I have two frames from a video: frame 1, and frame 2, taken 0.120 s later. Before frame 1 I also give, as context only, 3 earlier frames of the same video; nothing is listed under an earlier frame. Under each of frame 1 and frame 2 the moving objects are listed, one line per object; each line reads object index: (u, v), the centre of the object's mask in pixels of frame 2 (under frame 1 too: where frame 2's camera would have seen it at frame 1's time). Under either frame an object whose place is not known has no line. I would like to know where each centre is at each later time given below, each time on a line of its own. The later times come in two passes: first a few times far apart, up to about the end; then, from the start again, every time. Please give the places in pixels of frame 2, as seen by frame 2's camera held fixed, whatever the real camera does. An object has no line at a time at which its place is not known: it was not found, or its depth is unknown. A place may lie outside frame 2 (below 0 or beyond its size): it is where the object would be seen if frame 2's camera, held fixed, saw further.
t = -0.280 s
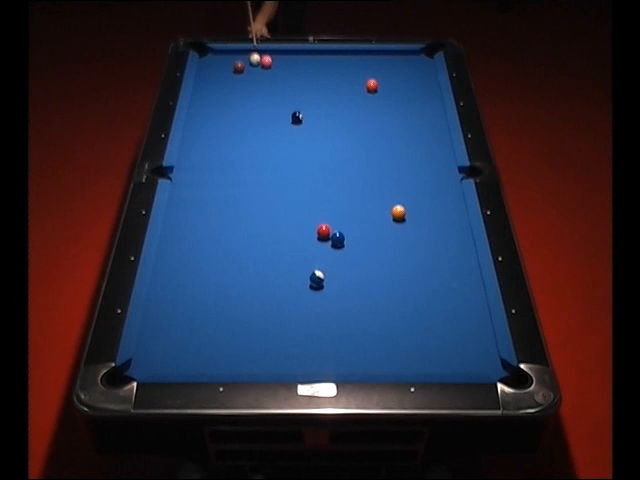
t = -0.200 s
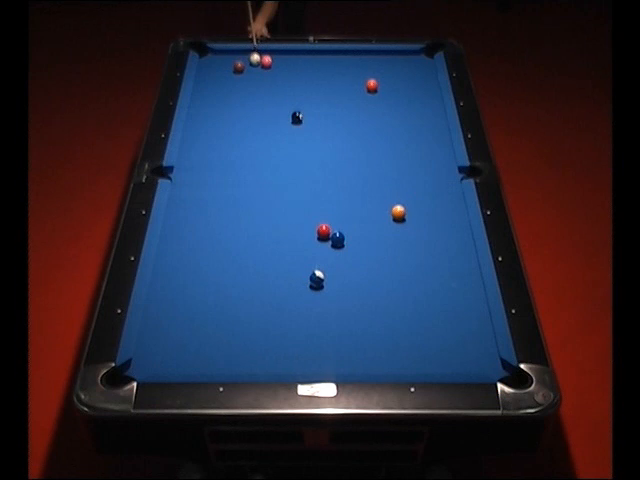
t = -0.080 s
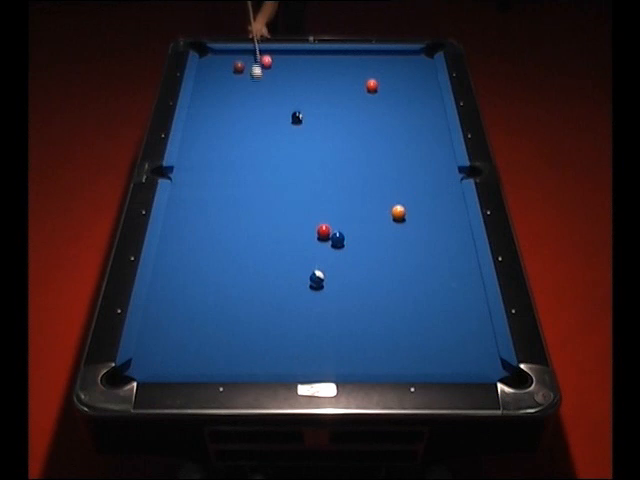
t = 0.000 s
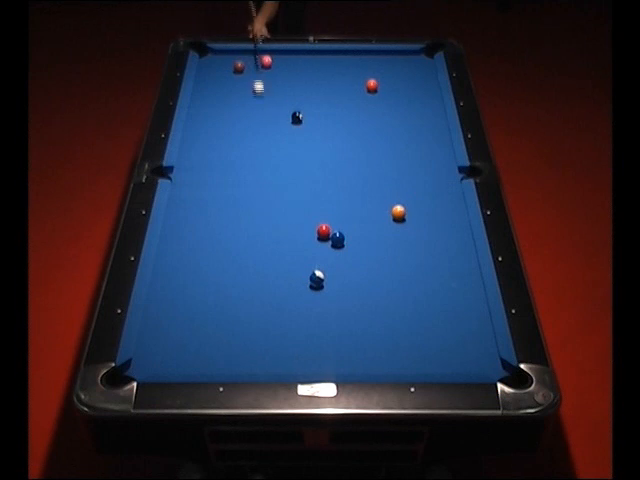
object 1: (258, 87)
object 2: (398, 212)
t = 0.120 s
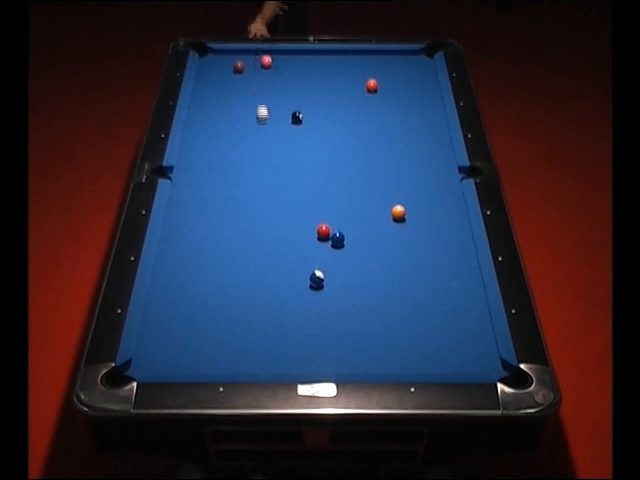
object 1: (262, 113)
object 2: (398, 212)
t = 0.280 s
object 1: (267, 151)
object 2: (398, 212)
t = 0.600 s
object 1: (280, 239)
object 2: (398, 212)
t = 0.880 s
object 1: (294, 339)
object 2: (398, 212)
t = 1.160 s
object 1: (329, 311)
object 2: (398, 212)
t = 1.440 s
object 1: (363, 259)
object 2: (398, 212)
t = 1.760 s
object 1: (388, 217)
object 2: (405, 206)
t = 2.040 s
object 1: (380, 203)
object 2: (433, 187)
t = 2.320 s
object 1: (374, 190)
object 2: (457, 170)
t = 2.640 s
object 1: (368, 176)
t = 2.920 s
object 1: (363, 165)
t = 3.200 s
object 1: (359, 155)
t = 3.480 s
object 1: (355, 147)
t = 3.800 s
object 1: (351, 138)
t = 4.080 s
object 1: (348, 132)
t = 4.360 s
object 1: (345, 126)
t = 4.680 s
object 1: (342, 120)
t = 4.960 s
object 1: (340, 116)
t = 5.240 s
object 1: (338, 113)
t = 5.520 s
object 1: (336, 110)
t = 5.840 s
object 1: (334, 107)
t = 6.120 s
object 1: (333, 106)
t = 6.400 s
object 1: (332, 104)
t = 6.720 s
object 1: (332, 104)
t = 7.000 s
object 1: (332, 104)
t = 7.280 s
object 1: (332, 104)
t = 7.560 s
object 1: (332, 104)
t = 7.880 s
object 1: (332, 104)
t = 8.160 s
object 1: (332, 104)
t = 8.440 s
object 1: (332, 104)
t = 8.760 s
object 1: (332, 104)
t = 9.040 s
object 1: (332, 104)
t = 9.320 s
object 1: (332, 104)
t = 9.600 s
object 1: (332, 104)
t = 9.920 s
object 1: (332, 104)
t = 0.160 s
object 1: (263, 122)
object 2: (398, 212)
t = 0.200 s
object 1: (265, 131)
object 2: (398, 212)
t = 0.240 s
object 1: (266, 141)
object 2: (398, 212)
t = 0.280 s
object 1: (267, 151)
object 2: (398, 212)
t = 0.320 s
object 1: (269, 160)
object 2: (398, 212)
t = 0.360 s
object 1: (270, 170)
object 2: (398, 212)
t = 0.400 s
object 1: (272, 181)
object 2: (398, 212)
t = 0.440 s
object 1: (273, 191)
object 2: (398, 212)
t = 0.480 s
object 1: (275, 203)
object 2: (398, 212)
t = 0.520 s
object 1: (277, 214)
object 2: (398, 212)
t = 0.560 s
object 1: (278, 227)
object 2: (398, 212)
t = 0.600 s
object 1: (280, 239)
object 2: (398, 212)
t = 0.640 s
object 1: (282, 252)
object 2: (398, 212)
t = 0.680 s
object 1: (284, 264)
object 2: (398, 212)
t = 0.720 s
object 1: (286, 279)
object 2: (398, 212)
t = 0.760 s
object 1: (288, 293)
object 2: (398, 212)
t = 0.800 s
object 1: (290, 308)
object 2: (398, 212)
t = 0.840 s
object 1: (292, 323)
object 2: (398, 212)
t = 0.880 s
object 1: (294, 339)
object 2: (398, 212)
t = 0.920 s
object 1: (296, 355)
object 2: (398, 212)
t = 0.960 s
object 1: (301, 364)
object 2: (398, 212)
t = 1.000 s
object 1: (307, 353)
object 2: (398, 212)
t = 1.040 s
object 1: (312, 341)
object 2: (398, 212)
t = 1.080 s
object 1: (318, 330)
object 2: (398, 212)
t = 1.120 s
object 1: (324, 320)
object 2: (398, 212)
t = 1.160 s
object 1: (329, 311)
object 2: (398, 212)
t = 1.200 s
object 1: (334, 303)
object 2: (398, 212)
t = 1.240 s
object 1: (339, 295)
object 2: (398, 212)
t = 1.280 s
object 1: (344, 287)
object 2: (398, 212)
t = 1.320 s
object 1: (349, 280)
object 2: (398, 212)
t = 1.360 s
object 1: (354, 273)
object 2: (398, 212)
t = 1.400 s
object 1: (359, 266)
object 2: (398, 212)
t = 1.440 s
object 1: (363, 259)
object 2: (398, 212)
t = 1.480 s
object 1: (367, 253)
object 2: (398, 212)
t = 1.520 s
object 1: (371, 246)
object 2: (398, 212)
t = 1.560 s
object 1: (376, 240)
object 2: (398, 212)
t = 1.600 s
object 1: (380, 234)
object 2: (398, 212)
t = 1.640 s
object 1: (384, 228)
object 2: (398, 212)
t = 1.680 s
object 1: (387, 222)
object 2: (398, 212)
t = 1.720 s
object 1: (389, 218)
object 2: (400, 211)
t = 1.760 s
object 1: (388, 217)
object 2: (405, 206)
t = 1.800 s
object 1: (386, 215)
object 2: (410, 203)
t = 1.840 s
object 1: (385, 213)
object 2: (414, 200)
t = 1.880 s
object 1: (384, 211)
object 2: (418, 197)
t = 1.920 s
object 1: (383, 209)
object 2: (422, 194)
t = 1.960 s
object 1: (382, 207)
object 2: (426, 192)
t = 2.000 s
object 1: (381, 205)
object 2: (430, 189)
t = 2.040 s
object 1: (380, 203)
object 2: (433, 187)
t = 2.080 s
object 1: (379, 201)
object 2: (437, 184)
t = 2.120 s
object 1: (379, 199)
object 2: (440, 182)
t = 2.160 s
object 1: (378, 197)
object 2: (444, 179)
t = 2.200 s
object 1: (377, 195)
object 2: (447, 176)
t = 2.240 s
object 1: (376, 193)
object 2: (450, 174)
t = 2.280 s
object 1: (375, 191)
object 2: (454, 172)
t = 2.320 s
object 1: (374, 190)
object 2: (457, 170)
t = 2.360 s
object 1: (374, 188)
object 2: (458, 171)
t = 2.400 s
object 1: (373, 186)
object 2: (460, 173)
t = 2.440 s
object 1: (372, 184)
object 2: (462, 174)
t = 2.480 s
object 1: (371, 182)
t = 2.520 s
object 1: (370, 181)
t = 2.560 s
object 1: (370, 179)
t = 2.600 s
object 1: (369, 177)
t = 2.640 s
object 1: (368, 176)
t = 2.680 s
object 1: (367, 174)
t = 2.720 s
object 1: (367, 173)
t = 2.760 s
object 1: (366, 171)
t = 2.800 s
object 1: (365, 170)
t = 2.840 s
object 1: (365, 168)
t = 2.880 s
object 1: (364, 166)
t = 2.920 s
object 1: (363, 165)
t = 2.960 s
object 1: (363, 164)
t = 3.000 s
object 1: (362, 162)
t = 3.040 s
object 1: (362, 161)
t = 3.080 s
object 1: (361, 160)
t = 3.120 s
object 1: (360, 158)
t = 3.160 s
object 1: (360, 157)
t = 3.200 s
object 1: (359, 155)
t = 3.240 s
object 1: (359, 154)
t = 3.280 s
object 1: (358, 153)
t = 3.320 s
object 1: (358, 152)
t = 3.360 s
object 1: (357, 150)
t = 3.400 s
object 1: (356, 149)
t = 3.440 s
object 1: (356, 148)
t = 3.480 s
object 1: (355, 147)
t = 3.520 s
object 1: (355, 146)
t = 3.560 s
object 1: (354, 145)
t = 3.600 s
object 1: (354, 144)
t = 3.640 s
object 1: (353, 142)
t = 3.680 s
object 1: (353, 141)
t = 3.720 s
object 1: (352, 140)
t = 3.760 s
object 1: (352, 139)
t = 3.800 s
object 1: (351, 138)
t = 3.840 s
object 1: (351, 138)
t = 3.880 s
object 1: (351, 136)
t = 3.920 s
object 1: (350, 136)
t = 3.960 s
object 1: (349, 134)
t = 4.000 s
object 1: (349, 134)
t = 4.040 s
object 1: (349, 133)
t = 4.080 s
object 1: (348, 132)
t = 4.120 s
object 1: (348, 131)
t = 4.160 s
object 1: (347, 130)
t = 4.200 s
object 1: (347, 129)
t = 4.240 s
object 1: (346, 129)
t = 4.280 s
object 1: (346, 128)
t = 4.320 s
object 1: (345, 127)
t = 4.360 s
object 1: (345, 126)
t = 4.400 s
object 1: (345, 125)
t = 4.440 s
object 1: (344, 124)
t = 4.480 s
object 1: (344, 124)
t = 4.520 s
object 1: (343, 123)
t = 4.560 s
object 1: (343, 122)
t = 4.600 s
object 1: (343, 121)
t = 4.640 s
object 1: (342, 121)
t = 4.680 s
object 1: (342, 120)
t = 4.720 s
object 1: (342, 120)
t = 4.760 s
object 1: (342, 119)
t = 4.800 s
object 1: (341, 118)
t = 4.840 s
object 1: (341, 118)
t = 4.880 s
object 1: (341, 118)
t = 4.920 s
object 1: (340, 117)
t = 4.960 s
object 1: (340, 116)
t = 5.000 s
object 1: (340, 115)
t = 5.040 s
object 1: (339, 115)
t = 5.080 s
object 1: (339, 114)
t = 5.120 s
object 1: (338, 114)
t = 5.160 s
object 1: (338, 113)
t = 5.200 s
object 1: (338, 113)
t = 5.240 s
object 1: (338, 113)
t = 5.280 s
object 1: (337, 112)
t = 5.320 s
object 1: (337, 112)
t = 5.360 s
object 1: (337, 111)
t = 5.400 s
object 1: (336, 111)
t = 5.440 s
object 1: (336, 110)
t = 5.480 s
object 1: (336, 110)
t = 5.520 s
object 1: (336, 110)
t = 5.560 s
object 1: (335, 109)
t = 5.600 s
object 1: (335, 109)
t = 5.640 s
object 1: (335, 109)
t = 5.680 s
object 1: (335, 108)
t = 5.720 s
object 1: (334, 108)
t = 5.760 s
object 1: (334, 108)
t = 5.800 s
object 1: (334, 108)
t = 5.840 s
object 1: (334, 107)
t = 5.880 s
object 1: (334, 107)
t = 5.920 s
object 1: (333, 107)
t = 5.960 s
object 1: (333, 107)
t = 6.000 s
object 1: (333, 106)
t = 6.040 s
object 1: (333, 106)
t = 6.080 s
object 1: (333, 106)
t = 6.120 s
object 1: (333, 106)
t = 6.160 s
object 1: (333, 105)
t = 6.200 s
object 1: (333, 105)
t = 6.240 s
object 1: (333, 105)
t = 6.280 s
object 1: (333, 105)
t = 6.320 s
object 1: (333, 105)
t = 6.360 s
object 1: (333, 105)
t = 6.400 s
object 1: (332, 104)
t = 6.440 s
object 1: (332, 104)
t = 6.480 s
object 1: (332, 104)
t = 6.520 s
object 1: (332, 104)
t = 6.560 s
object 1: (332, 104)
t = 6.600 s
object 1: (332, 104)
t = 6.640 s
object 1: (332, 104)
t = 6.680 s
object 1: (332, 104)
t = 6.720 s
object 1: (332, 104)
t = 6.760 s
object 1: (332, 104)
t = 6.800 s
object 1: (332, 104)
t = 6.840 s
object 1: (332, 104)
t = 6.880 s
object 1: (332, 104)
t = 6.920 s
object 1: (332, 104)
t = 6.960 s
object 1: (332, 104)
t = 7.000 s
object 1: (332, 104)
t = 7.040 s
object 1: (332, 104)
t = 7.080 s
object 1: (332, 104)
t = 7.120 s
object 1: (332, 104)
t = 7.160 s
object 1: (332, 104)
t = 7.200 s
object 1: (332, 104)
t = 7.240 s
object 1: (332, 104)
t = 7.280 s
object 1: (332, 104)
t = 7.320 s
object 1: (332, 104)
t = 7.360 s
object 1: (332, 104)
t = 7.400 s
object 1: (332, 104)
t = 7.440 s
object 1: (332, 104)
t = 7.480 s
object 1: (332, 104)
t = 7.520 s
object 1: (332, 104)
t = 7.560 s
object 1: (332, 104)
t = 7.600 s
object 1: (332, 104)
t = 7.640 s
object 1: (332, 104)
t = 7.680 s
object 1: (332, 104)
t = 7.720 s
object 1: (332, 104)
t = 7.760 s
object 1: (332, 104)
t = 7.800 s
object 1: (332, 104)
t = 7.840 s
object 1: (332, 104)
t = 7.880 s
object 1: (332, 104)
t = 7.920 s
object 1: (332, 104)
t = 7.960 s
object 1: (332, 104)
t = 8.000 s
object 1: (332, 104)
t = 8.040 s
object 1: (332, 104)
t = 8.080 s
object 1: (332, 104)
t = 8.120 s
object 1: (332, 104)
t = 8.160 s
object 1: (332, 104)
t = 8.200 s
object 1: (332, 104)
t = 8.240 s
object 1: (332, 104)
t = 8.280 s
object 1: (332, 104)
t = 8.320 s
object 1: (332, 104)
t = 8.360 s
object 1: (332, 104)
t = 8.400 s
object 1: (332, 104)
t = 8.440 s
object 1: (332, 104)
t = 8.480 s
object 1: (332, 104)
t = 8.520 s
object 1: (332, 104)
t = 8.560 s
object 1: (332, 104)
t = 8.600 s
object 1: (332, 104)
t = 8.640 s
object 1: (332, 104)
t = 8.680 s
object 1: (332, 104)
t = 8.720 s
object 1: (332, 104)
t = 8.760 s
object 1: (332, 104)
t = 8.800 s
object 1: (332, 104)
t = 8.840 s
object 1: (332, 104)
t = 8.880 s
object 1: (332, 104)
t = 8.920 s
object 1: (332, 104)
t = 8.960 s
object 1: (332, 104)
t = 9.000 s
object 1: (332, 104)
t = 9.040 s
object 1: (332, 104)
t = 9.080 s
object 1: (332, 104)
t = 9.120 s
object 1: (332, 104)
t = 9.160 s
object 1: (332, 104)
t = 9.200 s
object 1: (332, 104)
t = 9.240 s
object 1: (332, 104)
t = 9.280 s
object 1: (332, 104)
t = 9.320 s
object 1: (332, 104)
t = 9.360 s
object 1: (332, 104)
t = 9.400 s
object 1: (332, 104)
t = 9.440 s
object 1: (332, 104)
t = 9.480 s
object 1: (332, 104)
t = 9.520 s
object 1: (332, 104)
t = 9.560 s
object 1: (332, 104)
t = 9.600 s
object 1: (332, 104)
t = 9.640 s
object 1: (332, 104)
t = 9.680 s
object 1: (332, 104)
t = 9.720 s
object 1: (332, 104)
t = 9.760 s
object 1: (332, 104)
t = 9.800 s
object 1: (332, 104)
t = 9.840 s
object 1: (332, 104)
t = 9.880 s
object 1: (332, 104)
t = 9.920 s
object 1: (332, 104)
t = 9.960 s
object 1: (332, 104)
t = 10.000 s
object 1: (332, 104)
